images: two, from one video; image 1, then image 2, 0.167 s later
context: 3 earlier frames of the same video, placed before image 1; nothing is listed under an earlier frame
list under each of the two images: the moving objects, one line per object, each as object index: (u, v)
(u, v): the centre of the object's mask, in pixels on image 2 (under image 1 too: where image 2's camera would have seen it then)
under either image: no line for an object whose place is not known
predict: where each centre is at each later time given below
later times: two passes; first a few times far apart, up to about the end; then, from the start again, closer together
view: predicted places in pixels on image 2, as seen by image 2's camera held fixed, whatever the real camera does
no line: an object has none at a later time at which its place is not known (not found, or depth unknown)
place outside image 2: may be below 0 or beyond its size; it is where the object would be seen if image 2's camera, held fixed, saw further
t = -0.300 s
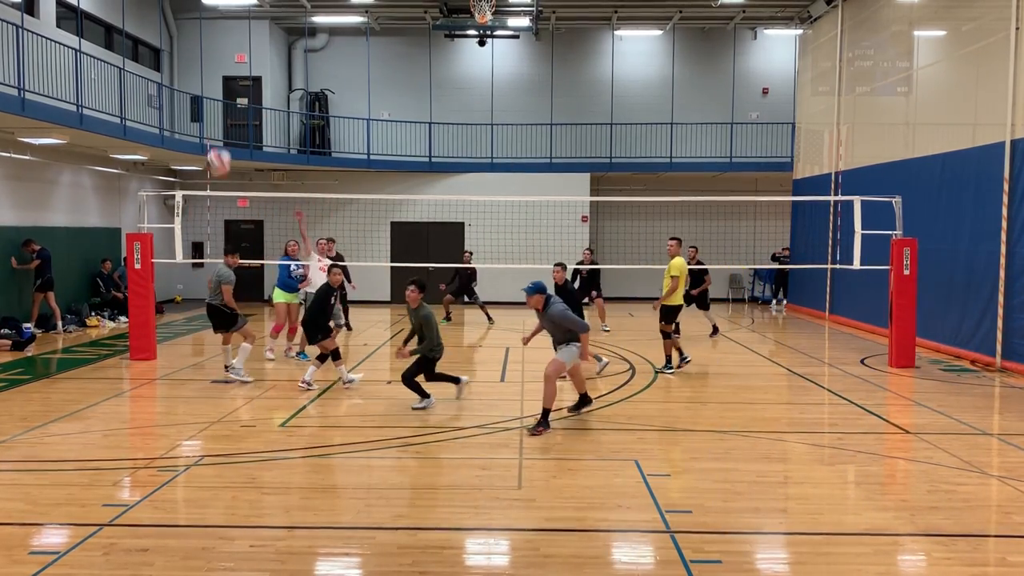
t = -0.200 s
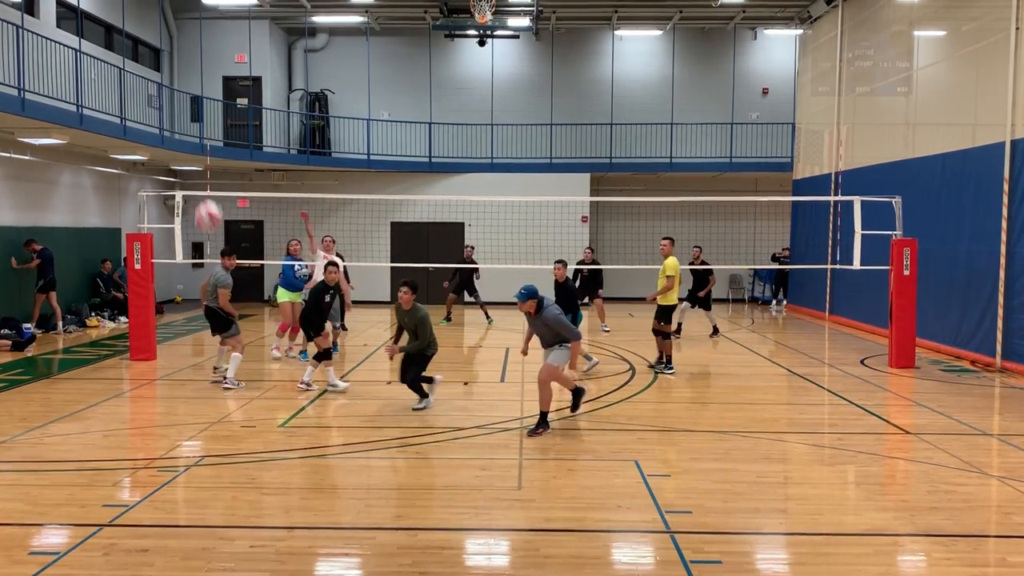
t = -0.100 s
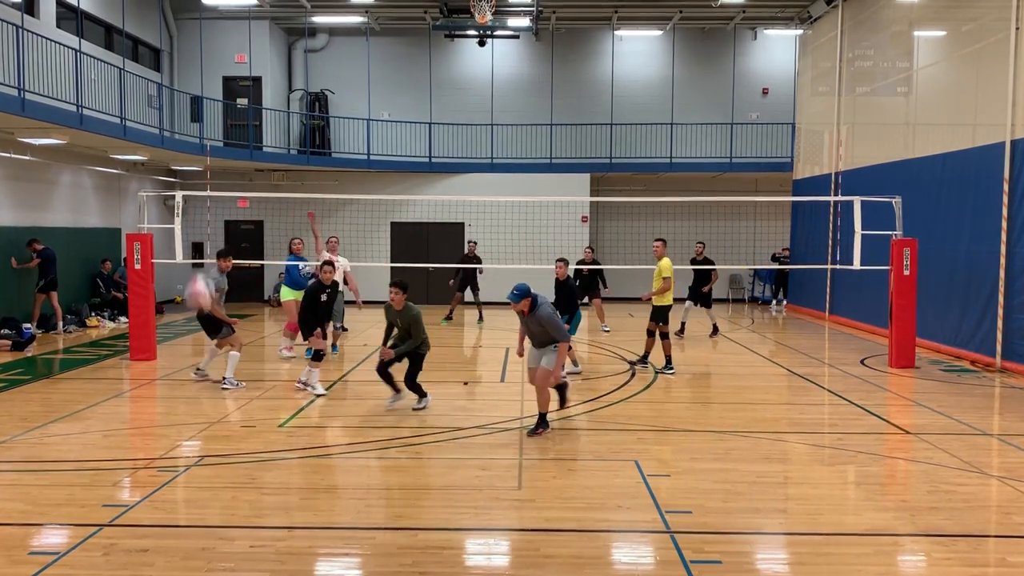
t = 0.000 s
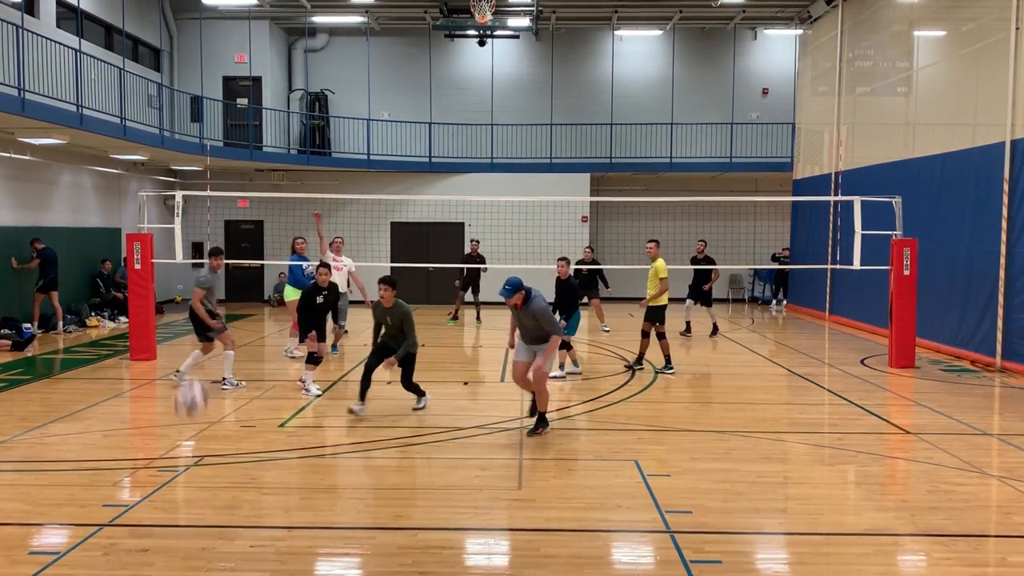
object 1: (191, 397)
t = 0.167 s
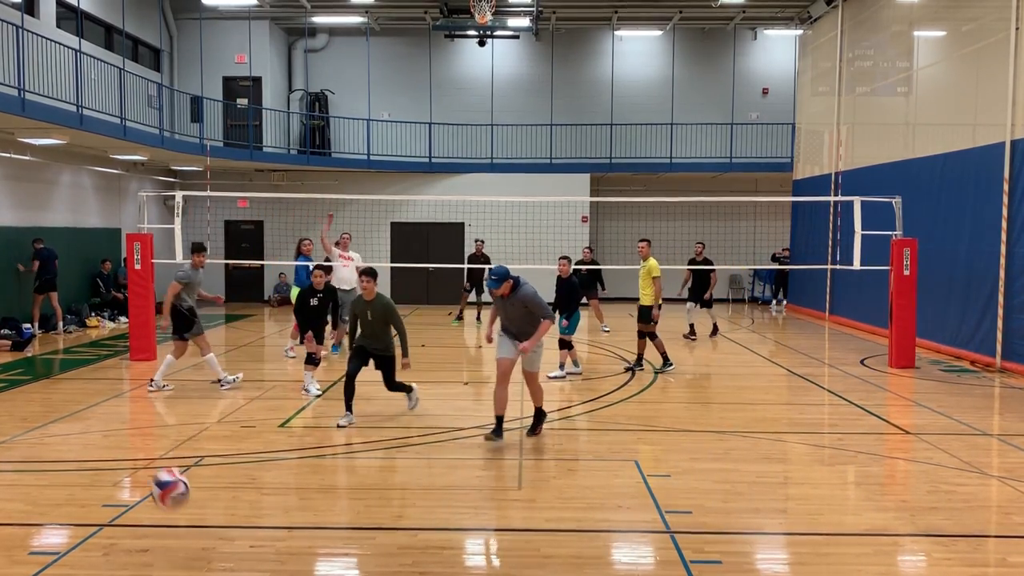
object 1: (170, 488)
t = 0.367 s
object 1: (113, 361)
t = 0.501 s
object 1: (61, 303)
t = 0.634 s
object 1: (12, 276)
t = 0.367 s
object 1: (113, 361)
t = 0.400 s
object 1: (101, 343)
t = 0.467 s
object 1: (76, 315)
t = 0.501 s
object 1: (61, 303)
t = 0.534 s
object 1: (46, 293)
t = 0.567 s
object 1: (30, 285)
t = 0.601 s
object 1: (21, 279)
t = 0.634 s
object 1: (12, 276)
